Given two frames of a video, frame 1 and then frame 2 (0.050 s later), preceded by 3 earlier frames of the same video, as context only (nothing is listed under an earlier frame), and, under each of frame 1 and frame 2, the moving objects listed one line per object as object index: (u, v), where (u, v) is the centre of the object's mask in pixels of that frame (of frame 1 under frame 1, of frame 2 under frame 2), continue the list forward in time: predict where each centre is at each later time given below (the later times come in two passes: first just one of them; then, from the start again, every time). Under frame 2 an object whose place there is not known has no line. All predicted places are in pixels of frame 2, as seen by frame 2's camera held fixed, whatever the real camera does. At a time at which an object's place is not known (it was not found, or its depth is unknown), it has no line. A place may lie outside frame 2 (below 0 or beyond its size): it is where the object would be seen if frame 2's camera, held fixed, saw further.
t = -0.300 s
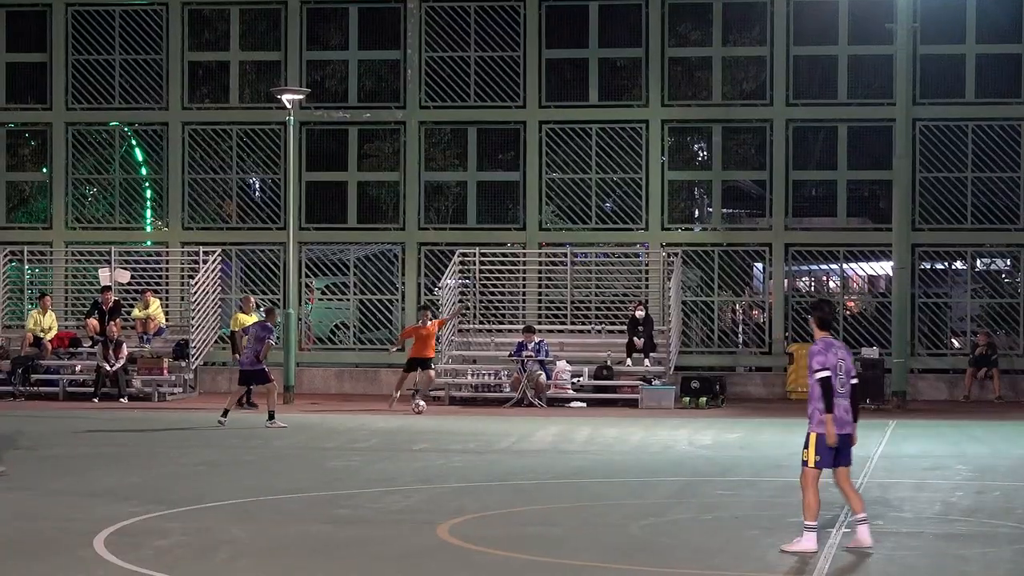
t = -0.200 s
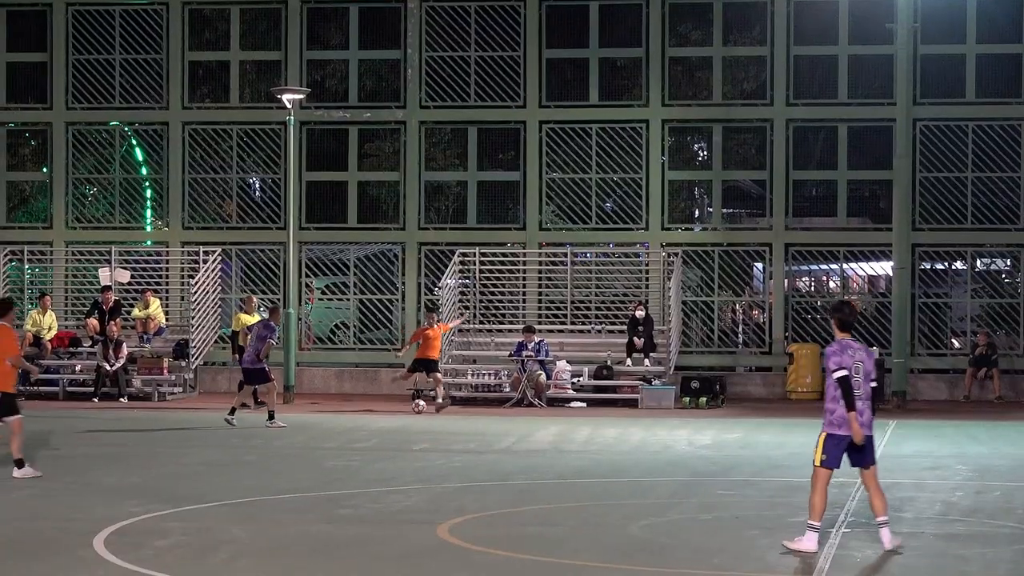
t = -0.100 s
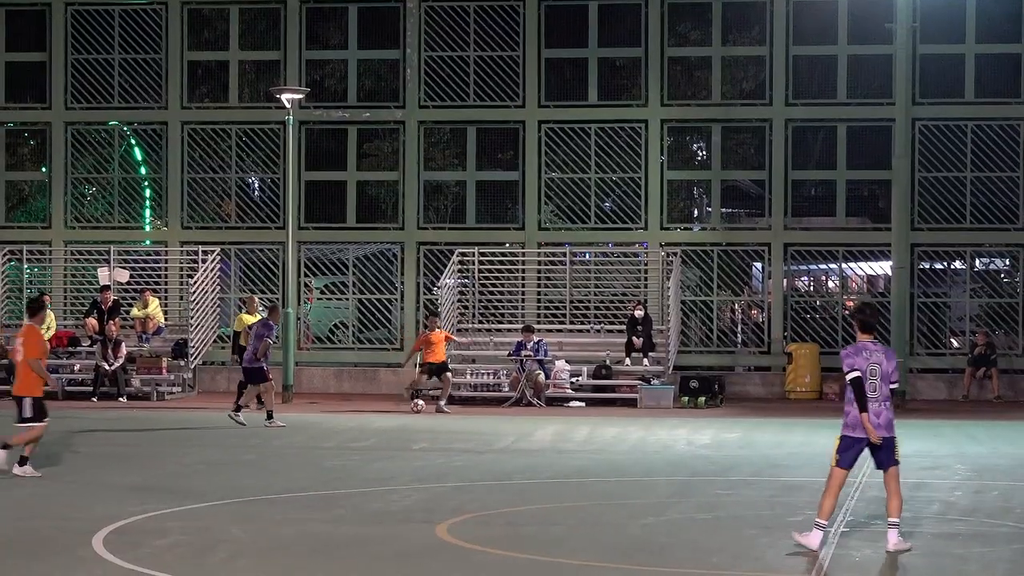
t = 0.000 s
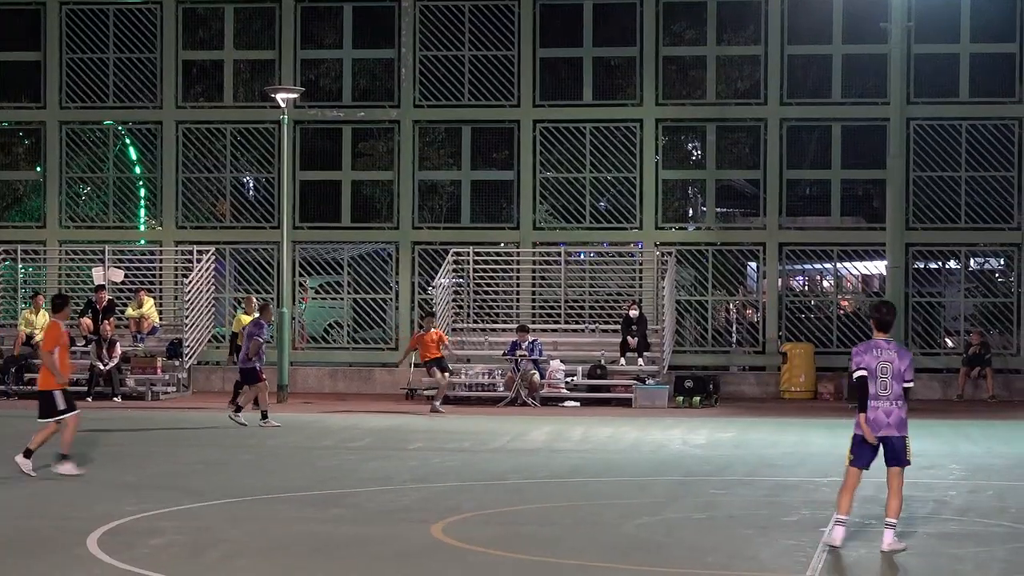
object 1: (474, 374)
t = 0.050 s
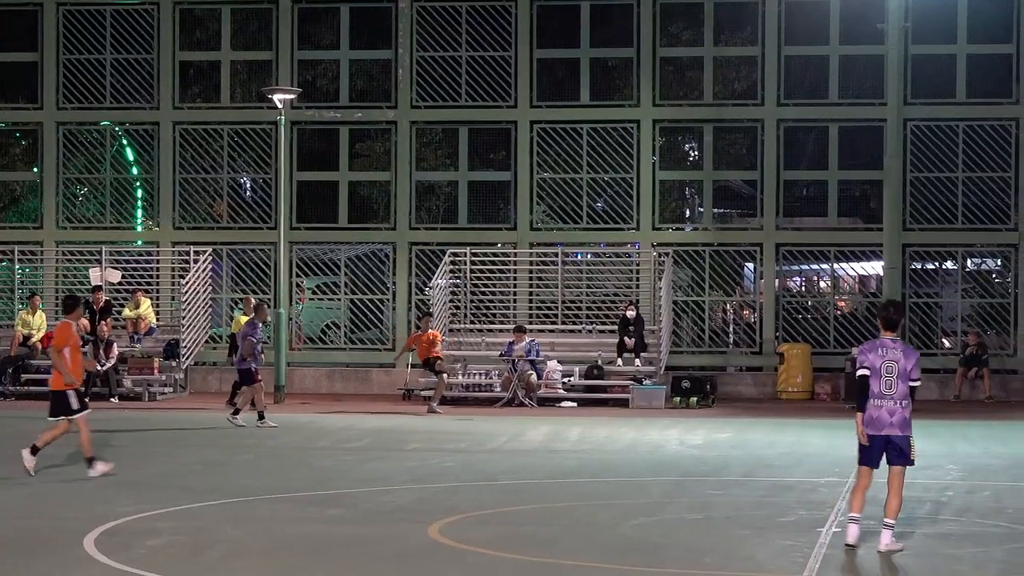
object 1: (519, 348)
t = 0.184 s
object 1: (660, 280)
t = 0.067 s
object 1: (539, 337)
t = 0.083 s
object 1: (558, 329)
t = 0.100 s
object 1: (573, 322)
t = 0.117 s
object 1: (590, 312)
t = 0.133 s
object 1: (606, 306)
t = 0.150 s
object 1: (626, 297)
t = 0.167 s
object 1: (643, 288)
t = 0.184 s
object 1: (660, 280)
